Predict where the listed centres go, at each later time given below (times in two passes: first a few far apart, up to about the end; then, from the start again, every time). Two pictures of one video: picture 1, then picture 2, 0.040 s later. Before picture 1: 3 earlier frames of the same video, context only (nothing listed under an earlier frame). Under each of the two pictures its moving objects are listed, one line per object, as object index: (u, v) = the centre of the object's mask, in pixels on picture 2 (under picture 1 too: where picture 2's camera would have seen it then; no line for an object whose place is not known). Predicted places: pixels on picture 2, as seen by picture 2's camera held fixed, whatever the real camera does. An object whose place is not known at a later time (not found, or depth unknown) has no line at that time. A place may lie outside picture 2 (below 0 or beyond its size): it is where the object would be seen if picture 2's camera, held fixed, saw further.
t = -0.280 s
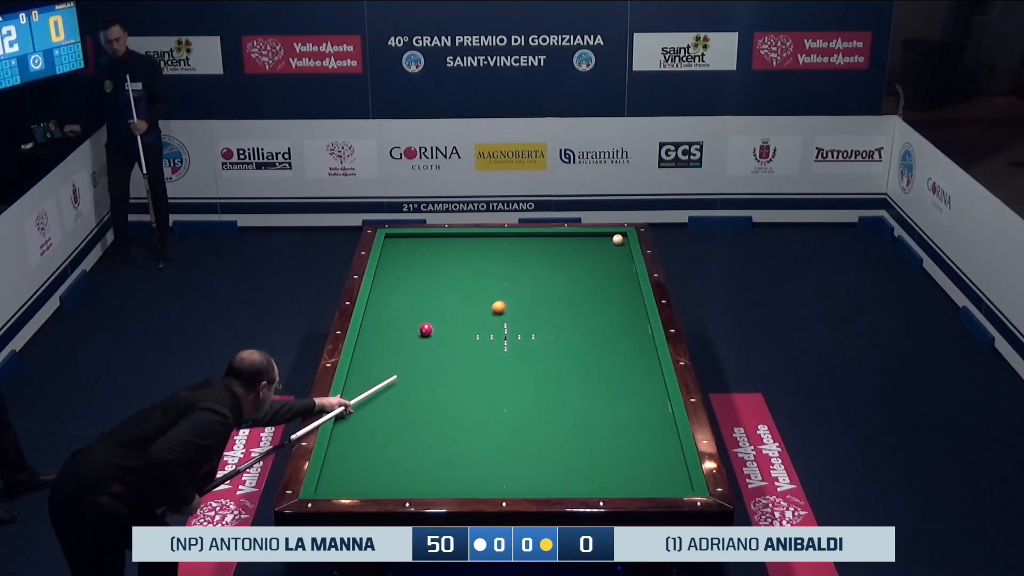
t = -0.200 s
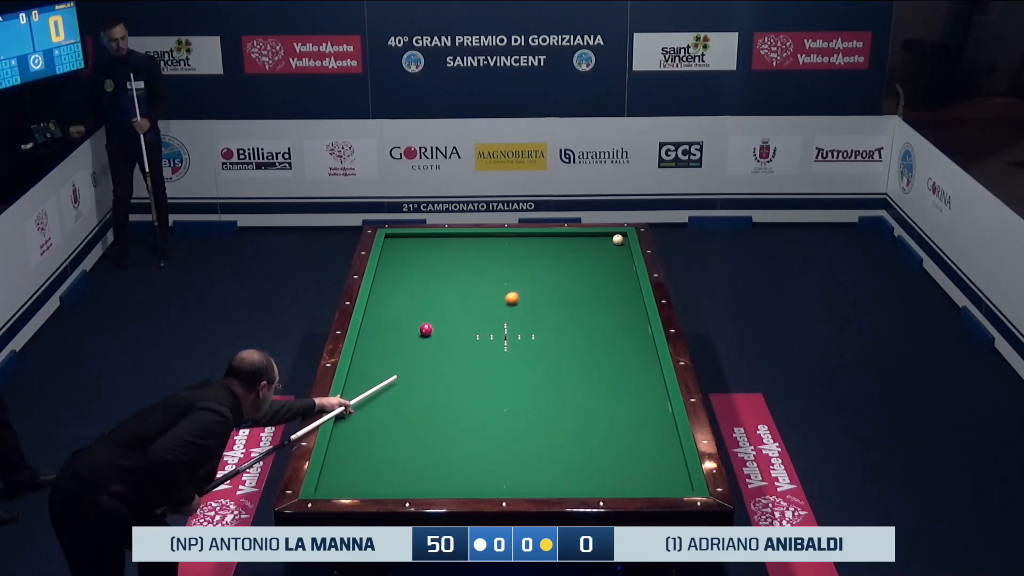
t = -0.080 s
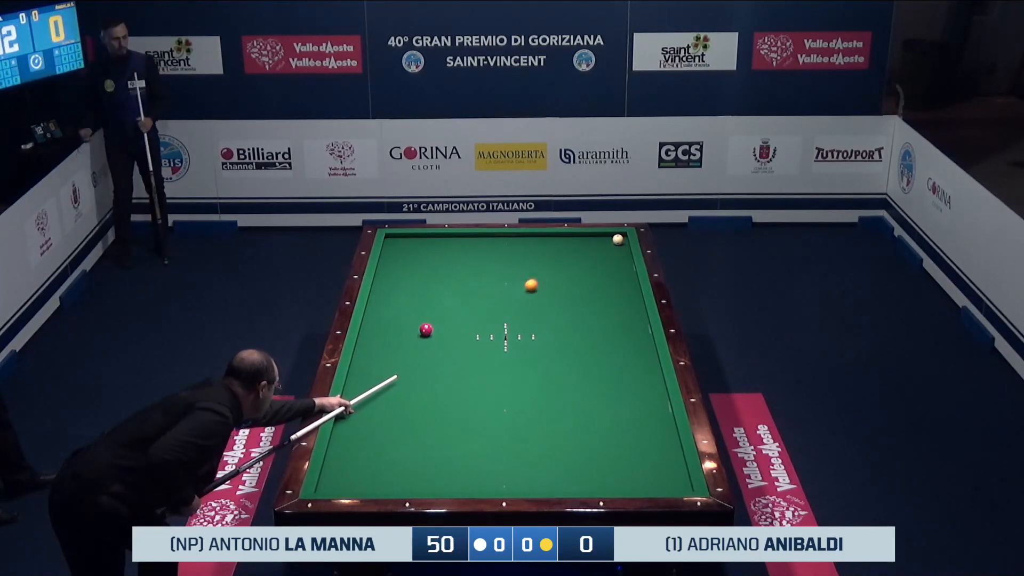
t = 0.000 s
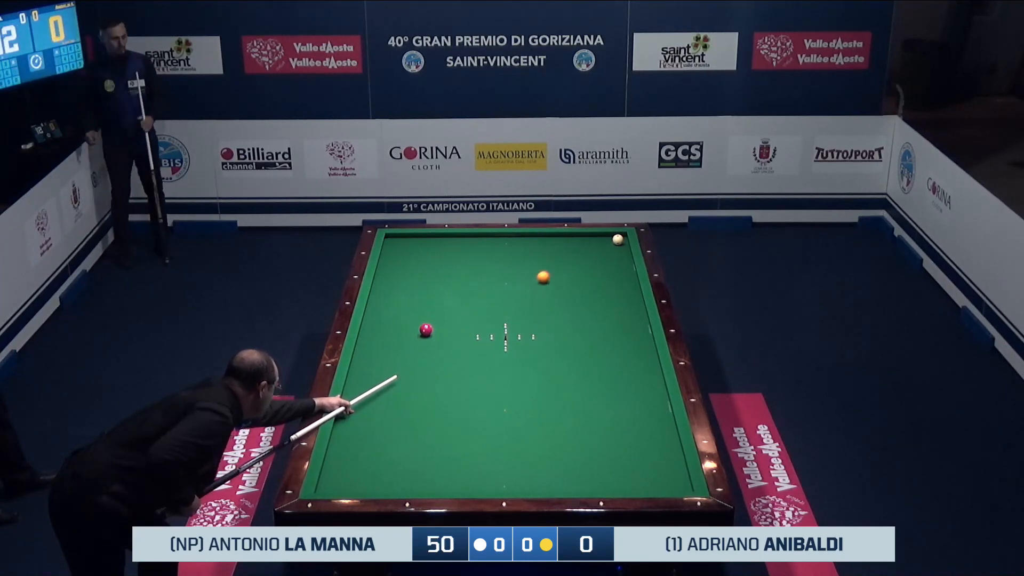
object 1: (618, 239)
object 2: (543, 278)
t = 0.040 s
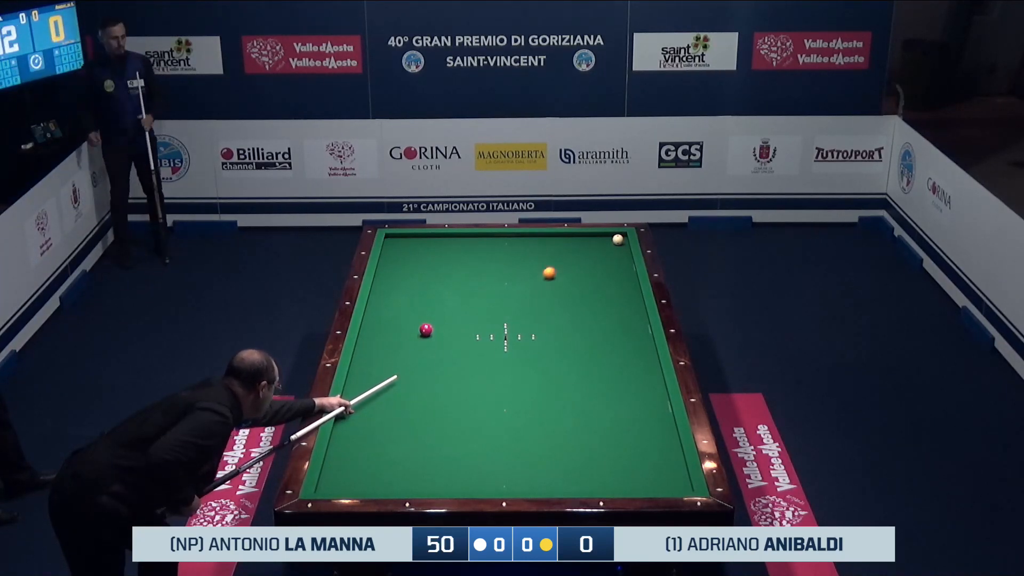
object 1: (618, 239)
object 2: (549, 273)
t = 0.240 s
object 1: (618, 239)
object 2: (577, 254)
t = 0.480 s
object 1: (618, 239)
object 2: (607, 234)
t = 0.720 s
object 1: (613, 247)
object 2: (607, 238)
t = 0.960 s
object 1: (599, 255)
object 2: (606, 239)
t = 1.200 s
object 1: (584, 262)
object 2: (606, 240)
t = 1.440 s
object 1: (569, 270)
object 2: (605, 240)
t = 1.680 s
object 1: (554, 277)
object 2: (605, 240)
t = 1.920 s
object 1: (539, 284)
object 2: (605, 240)
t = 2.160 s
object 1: (523, 292)
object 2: (605, 240)
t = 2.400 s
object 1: (508, 300)
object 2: (605, 240)
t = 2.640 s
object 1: (492, 307)
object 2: (605, 240)
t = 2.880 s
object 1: (476, 315)
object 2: (605, 240)
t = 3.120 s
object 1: (460, 323)
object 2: (605, 240)
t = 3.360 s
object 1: (445, 331)
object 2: (605, 240)
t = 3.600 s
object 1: (429, 339)
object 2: (605, 240)
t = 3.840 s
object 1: (412, 347)
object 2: (605, 240)
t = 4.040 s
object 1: (399, 354)
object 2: (605, 240)
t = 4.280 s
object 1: (383, 362)
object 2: (605, 240)
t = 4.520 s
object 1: (367, 370)
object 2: (605, 240)
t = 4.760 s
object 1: (354, 377)
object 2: (605, 240)
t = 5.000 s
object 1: (359, 383)
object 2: (605, 240)
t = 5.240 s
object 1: (365, 389)
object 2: (605, 240)
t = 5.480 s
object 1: (370, 395)
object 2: (605, 240)
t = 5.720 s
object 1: (375, 401)
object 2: (605, 240)
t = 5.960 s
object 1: (380, 406)
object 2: (605, 240)
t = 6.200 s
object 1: (385, 412)
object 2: (605, 240)
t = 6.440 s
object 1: (389, 417)
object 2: (605, 240)
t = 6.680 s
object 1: (394, 422)
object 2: (605, 240)
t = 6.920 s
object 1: (399, 427)
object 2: (605, 240)
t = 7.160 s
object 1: (403, 431)
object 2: (605, 240)
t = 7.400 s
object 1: (407, 436)
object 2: (605, 240)
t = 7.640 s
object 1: (411, 440)
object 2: (605, 240)
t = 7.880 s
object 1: (415, 444)
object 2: (605, 240)
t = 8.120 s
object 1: (419, 448)
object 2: (605, 240)
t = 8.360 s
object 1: (422, 451)
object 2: (605, 240)
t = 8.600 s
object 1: (425, 454)
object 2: (605, 240)
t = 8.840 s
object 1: (428, 457)
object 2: (605, 240)
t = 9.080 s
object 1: (431, 460)
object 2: (605, 240)
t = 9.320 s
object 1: (433, 463)
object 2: (605, 240)
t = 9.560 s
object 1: (436, 465)
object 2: (605, 240)
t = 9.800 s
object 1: (438, 467)
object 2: (605, 240)
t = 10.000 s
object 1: (440, 468)
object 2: (605, 240)
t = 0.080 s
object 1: (618, 239)
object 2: (555, 270)
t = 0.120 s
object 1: (618, 239)
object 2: (561, 266)
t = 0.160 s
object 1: (618, 239)
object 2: (566, 262)
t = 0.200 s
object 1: (618, 239)
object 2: (572, 258)
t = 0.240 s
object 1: (618, 239)
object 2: (577, 254)
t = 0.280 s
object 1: (618, 239)
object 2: (583, 251)
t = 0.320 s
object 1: (618, 239)
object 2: (588, 247)
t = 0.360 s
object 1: (618, 239)
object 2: (593, 244)
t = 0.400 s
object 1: (618, 239)
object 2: (598, 240)
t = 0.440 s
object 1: (618, 239)
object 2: (603, 236)
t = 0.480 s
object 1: (618, 239)
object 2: (607, 234)
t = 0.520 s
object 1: (619, 240)
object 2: (610, 237)
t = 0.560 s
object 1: (623, 242)
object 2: (609, 237)
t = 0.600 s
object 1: (622, 243)
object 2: (608, 238)
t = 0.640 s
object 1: (619, 244)
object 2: (607, 238)
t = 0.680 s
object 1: (616, 246)
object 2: (607, 238)
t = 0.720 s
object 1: (613, 247)
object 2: (607, 238)
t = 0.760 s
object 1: (611, 249)
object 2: (607, 238)
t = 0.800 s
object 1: (609, 250)
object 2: (607, 239)
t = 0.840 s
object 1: (606, 251)
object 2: (606, 239)
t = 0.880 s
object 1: (604, 252)
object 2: (607, 239)
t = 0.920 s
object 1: (601, 253)
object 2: (606, 239)
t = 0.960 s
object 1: (599, 255)
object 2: (606, 239)
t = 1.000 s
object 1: (596, 256)
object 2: (606, 239)
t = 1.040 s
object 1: (594, 257)
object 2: (606, 239)
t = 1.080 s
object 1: (591, 258)
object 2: (606, 239)
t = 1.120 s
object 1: (589, 260)
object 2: (606, 240)
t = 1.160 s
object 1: (586, 261)
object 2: (606, 240)
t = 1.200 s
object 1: (584, 262)
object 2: (606, 240)
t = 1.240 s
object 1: (582, 263)
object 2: (606, 240)
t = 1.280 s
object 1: (579, 265)
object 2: (606, 240)
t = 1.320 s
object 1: (577, 266)
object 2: (606, 240)
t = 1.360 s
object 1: (574, 267)
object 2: (606, 240)
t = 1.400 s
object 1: (572, 268)
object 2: (606, 240)
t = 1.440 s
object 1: (569, 270)
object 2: (605, 240)
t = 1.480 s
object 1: (567, 271)
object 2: (605, 240)
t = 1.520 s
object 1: (564, 272)
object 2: (605, 240)
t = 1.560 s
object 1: (562, 273)
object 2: (605, 240)
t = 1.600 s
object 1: (559, 275)
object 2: (605, 240)
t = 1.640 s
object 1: (556, 276)
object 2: (605, 240)
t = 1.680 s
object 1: (554, 277)
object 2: (605, 240)
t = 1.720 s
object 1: (551, 278)
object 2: (605, 240)
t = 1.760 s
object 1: (549, 279)
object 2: (605, 240)
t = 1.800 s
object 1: (547, 281)
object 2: (605, 240)
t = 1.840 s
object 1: (544, 282)
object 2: (605, 240)
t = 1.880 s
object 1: (541, 283)
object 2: (605, 240)
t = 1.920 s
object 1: (539, 284)
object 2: (605, 240)
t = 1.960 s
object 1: (536, 286)
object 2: (605, 240)
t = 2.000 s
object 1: (534, 287)
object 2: (605, 240)
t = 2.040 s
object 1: (531, 288)
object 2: (605, 240)
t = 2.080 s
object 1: (528, 289)
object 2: (605, 240)
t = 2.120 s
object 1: (526, 291)
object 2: (605, 240)
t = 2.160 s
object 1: (523, 292)
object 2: (605, 240)
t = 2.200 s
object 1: (521, 293)
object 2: (605, 240)
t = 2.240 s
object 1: (518, 295)
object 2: (605, 240)
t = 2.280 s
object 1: (516, 296)
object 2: (605, 240)
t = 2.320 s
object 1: (513, 297)
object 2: (605, 240)
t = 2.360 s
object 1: (511, 299)
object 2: (605, 240)
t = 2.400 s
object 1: (508, 300)
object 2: (605, 240)
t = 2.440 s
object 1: (505, 301)
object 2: (605, 240)
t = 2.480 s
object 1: (503, 302)
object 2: (605, 240)
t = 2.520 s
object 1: (500, 304)
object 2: (605, 240)
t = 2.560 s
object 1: (497, 305)
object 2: (605, 240)
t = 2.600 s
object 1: (495, 306)
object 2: (605, 240)
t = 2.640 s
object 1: (492, 307)
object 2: (605, 240)
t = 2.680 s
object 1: (490, 309)
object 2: (605, 240)
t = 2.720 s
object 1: (487, 310)
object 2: (605, 240)
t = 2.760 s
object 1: (484, 311)
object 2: (605, 240)
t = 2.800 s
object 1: (482, 313)
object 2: (605, 240)
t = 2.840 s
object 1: (479, 314)
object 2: (605, 240)
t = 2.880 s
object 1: (476, 315)
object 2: (605, 240)
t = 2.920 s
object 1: (474, 317)
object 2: (605, 240)
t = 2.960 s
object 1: (471, 318)
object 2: (605, 240)
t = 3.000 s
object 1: (468, 319)
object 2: (605, 240)
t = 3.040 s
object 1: (466, 321)
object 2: (605, 240)
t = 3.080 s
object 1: (463, 322)
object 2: (605, 240)
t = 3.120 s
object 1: (460, 323)
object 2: (605, 240)
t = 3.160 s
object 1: (458, 324)
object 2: (605, 240)
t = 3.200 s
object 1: (455, 326)
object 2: (605, 240)
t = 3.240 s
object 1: (453, 327)
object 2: (605, 240)
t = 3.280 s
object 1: (450, 329)
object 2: (605, 240)
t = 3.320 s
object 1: (447, 330)
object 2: (605, 240)
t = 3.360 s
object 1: (445, 331)
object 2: (605, 240)
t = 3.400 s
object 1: (442, 332)
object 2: (605, 240)
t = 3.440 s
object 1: (439, 334)
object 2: (605, 240)
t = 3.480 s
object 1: (437, 335)
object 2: (605, 240)
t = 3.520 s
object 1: (435, 336)
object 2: (605, 240)
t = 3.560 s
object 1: (431, 338)
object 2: (605, 240)
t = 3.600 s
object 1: (429, 339)
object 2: (605, 240)
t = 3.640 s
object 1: (426, 340)
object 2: (605, 240)
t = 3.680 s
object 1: (423, 342)
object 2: (605, 240)
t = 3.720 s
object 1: (420, 343)
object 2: (605, 240)
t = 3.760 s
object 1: (418, 344)
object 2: (605, 240)
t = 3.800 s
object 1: (415, 346)
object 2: (605, 240)
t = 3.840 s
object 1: (412, 347)
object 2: (605, 240)
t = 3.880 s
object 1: (410, 348)
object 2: (605, 240)
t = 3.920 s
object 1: (407, 350)
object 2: (605, 240)
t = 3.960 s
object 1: (404, 351)
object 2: (605, 240)
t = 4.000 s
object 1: (402, 352)
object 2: (605, 240)
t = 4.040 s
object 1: (399, 354)
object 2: (605, 240)
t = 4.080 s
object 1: (397, 355)
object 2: (605, 240)
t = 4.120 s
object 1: (394, 356)
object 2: (605, 240)
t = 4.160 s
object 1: (391, 358)
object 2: (605, 240)
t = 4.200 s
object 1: (388, 359)
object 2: (605, 240)
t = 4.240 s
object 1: (386, 360)
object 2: (605, 240)
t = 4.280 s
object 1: (383, 362)
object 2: (605, 240)
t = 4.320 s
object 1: (380, 363)
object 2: (605, 240)
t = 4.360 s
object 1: (378, 364)
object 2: (605, 240)
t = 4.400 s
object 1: (375, 366)
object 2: (605, 240)
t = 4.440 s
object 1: (372, 367)
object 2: (605, 240)
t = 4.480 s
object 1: (370, 368)
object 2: (605, 240)
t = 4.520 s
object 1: (367, 370)
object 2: (605, 240)
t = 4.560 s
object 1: (364, 371)
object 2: (605, 240)
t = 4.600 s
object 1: (362, 372)
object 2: (605, 240)
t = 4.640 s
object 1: (359, 374)
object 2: (605, 240)
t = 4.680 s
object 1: (356, 375)
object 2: (605, 240)
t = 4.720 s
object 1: (354, 376)
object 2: (605, 240)
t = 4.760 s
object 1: (354, 377)
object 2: (605, 240)
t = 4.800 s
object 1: (355, 378)
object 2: (605, 240)
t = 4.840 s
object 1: (356, 379)
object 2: (605, 240)
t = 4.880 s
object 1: (357, 380)
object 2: (605, 240)
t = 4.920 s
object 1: (358, 381)
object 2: (605, 240)
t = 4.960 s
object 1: (359, 382)
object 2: (605, 240)
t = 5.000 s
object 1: (359, 383)
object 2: (605, 240)
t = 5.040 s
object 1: (360, 384)
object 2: (605, 240)
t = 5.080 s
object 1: (361, 385)
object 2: (605, 240)
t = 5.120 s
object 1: (362, 386)
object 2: (605, 240)
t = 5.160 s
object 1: (363, 387)
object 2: (605, 240)
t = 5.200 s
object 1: (364, 388)
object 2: (605, 240)
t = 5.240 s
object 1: (365, 389)
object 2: (605, 240)
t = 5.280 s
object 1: (366, 390)
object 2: (605, 240)
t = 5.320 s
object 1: (366, 391)
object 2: (605, 240)
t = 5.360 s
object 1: (367, 392)
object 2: (605, 240)
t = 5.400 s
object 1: (368, 393)
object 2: (605, 240)
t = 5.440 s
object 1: (369, 394)
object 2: (605, 240)
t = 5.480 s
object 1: (370, 395)
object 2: (605, 240)
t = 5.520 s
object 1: (371, 396)
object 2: (605, 240)
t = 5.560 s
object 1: (371, 397)
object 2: (605, 240)
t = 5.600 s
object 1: (372, 398)
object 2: (605, 240)
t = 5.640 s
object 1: (373, 399)
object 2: (605, 240)
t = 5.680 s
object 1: (374, 400)
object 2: (605, 240)
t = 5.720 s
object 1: (375, 401)
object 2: (605, 240)
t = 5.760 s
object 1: (376, 401)
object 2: (605, 240)
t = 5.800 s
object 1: (377, 402)
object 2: (605, 240)
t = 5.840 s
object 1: (377, 403)
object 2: (605, 240)
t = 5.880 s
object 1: (378, 404)
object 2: (605, 240)
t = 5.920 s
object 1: (379, 405)
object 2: (605, 240)
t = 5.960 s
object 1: (380, 406)
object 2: (605, 240)
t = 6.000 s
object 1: (381, 407)
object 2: (605, 240)
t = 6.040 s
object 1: (381, 408)
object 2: (605, 240)
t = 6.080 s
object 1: (382, 409)
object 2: (605, 240)
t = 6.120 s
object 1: (383, 410)
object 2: (605, 240)
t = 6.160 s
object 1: (384, 411)
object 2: (605, 240)
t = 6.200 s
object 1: (385, 412)
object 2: (605, 240)
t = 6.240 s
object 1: (385, 412)
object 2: (605, 240)
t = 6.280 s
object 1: (386, 413)
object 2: (605, 240)
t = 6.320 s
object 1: (387, 414)
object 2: (605, 240)
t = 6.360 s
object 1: (388, 415)
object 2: (605, 240)
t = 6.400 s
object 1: (388, 416)
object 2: (605, 240)
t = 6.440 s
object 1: (389, 417)
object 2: (605, 240)
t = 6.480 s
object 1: (390, 418)
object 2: (605, 240)
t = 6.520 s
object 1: (391, 419)
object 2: (605, 240)
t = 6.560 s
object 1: (392, 420)
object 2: (605, 240)
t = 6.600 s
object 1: (392, 420)
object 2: (605, 240)
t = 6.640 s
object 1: (393, 421)
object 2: (605, 240)
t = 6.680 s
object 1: (394, 422)
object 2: (605, 240)
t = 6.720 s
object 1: (395, 423)
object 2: (605, 240)
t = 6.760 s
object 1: (396, 423)
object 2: (605, 240)
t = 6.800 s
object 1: (396, 425)
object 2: (605, 240)
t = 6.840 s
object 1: (397, 425)
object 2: (605, 240)
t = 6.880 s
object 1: (398, 426)
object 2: (605, 240)
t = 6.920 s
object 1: (399, 427)
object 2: (605, 240)
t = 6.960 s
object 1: (399, 427)
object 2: (605, 240)
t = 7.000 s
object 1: (400, 428)
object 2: (605, 240)
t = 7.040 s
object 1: (401, 429)
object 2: (605, 240)
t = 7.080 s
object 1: (401, 430)
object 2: (605, 240)
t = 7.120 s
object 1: (402, 431)
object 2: (605, 240)
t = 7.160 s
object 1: (403, 431)
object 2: (605, 240)
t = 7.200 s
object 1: (404, 432)
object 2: (605, 240)
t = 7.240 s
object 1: (404, 433)
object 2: (605, 240)
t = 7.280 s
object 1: (405, 434)
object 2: (605, 240)
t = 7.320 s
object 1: (406, 434)
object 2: (605, 240)
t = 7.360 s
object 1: (407, 435)
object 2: (605, 240)
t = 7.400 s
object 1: (407, 436)
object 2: (605, 240)
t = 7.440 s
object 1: (408, 436)
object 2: (605, 240)
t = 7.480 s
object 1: (409, 437)
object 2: (605, 240)
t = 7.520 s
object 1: (409, 438)
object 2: (605, 240)
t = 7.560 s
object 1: (410, 439)
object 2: (605, 240)
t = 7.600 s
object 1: (411, 439)
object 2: (605, 240)
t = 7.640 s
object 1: (411, 440)
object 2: (605, 240)
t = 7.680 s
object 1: (412, 441)
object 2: (605, 240)
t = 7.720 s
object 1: (412, 442)
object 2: (605, 240)
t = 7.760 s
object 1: (413, 442)
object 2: (605, 240)
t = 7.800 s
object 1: (414, 443)
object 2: (605, 240)
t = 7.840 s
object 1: (414, 444)
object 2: (605, 240)
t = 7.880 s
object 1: (415, 444)
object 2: (605, 240)
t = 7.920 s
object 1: (416, 445)
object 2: (605, 240)
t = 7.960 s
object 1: (416, 446)
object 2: (605, 240)
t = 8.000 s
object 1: (417, 446)
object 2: (605, 240)
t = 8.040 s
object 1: (418, 447)
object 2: (605, 240)
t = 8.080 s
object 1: (418, 447)
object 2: (605, 240)
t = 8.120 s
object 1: (419, 448)
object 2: (605, 240)
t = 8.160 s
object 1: (419, 448)
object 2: (605, 240)
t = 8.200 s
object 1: (420, 449)
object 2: (605, 240)
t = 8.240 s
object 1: (420, 450)
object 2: (605, 240)
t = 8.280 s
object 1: (421, 450)
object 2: (605, 240)
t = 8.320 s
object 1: (422, 451)
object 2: (605, 240)
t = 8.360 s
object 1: (422, 451)
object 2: (605, 240)
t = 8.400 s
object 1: (423, 452)
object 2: (605, 240)
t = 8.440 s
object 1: (423, 452)
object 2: (605, 240)
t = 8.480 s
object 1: (424, 453)
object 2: (605, 240)
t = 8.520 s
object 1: (424, 453)
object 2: (605, 240)
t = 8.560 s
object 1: (425, 454)
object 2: (605, 240)
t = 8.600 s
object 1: (425, 454)
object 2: (605, 240)
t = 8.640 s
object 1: (426, 455)
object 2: (605, 240)
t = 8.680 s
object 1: (427, 456)
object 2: (605, 240)
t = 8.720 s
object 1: (427, 456)
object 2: (605, 240)
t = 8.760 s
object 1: (428, 456)
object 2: (605, 240)
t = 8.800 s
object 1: (428, 457)
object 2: (605, 240)
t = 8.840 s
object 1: (428, 457)
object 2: (605, 240)
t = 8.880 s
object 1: (429, 458)
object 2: (605, 240)
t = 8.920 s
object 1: (429, 459)
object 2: (605, 240)
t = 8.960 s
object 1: (430, 459)
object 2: (605, 240)
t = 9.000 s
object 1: (430, 459)
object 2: (605, 240)
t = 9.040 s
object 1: (431, 460)
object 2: (605, 240)
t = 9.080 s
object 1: (431, 460)
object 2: (605, 240)
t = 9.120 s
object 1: (431, 460)
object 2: (605, 240)
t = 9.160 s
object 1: (432, 461)
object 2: (605, 240)
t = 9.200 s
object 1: (432, 462)
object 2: (605, 240)
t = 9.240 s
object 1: (433, 462)
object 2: (605, 240)
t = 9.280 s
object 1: (433, 462)
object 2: (605, 240)
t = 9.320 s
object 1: (433, 463)
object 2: (605, 240)
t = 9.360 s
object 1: (434, 464)
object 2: (605, 240)
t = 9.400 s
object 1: (434, 464)
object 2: (605, 240)
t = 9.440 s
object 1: (435, 464)
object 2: (605, 240)
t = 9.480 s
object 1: (435, 464)
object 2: (605, 240)
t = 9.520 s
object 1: (436, 465)
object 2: (605, 240)
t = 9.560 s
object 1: (436, 465)
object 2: (605, 240)
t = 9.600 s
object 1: (436, 465)
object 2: (605, 240)
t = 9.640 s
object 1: (436, 466)
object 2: (605, 240)
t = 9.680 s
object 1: (437, 466)
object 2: (605, 240)
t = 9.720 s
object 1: (437, 466)
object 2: (605, 240)
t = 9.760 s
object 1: (438, 467)
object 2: (605, 240)
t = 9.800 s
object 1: (438, 467)
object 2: (605, 240)
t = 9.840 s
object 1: (438, 467)
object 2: (605, 240)
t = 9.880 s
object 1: (438, 468)
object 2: (605, 240)
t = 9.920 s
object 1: (439, 468)
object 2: (605, 240)
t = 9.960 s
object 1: (439, 468)
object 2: (605, 240)
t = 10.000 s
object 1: (440, 468)
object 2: (605, 240)
